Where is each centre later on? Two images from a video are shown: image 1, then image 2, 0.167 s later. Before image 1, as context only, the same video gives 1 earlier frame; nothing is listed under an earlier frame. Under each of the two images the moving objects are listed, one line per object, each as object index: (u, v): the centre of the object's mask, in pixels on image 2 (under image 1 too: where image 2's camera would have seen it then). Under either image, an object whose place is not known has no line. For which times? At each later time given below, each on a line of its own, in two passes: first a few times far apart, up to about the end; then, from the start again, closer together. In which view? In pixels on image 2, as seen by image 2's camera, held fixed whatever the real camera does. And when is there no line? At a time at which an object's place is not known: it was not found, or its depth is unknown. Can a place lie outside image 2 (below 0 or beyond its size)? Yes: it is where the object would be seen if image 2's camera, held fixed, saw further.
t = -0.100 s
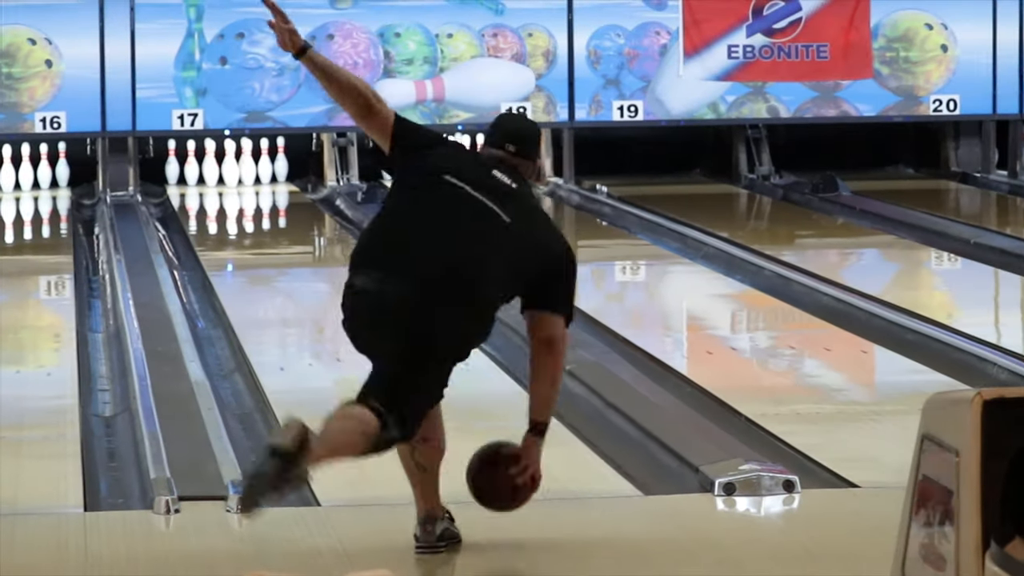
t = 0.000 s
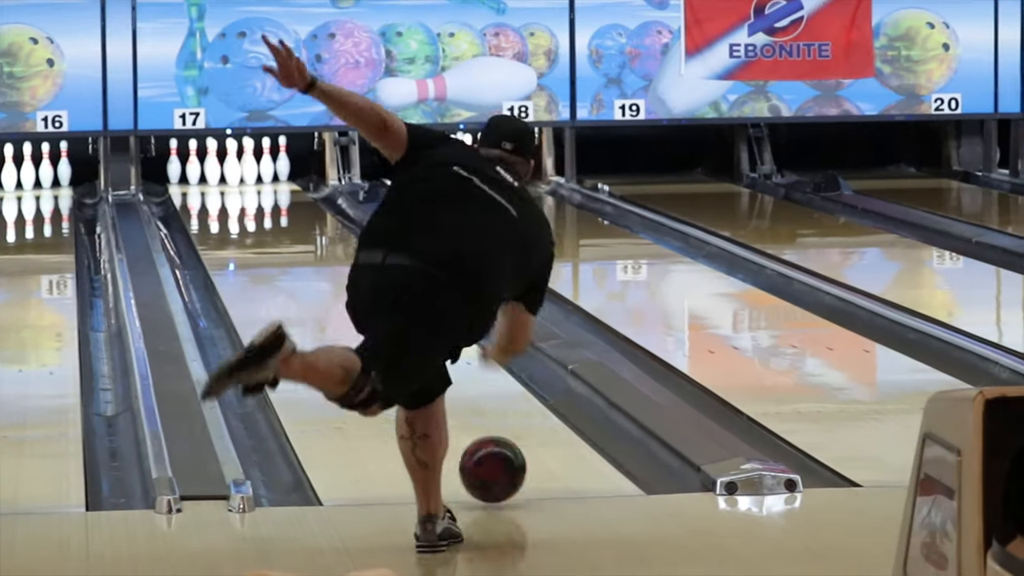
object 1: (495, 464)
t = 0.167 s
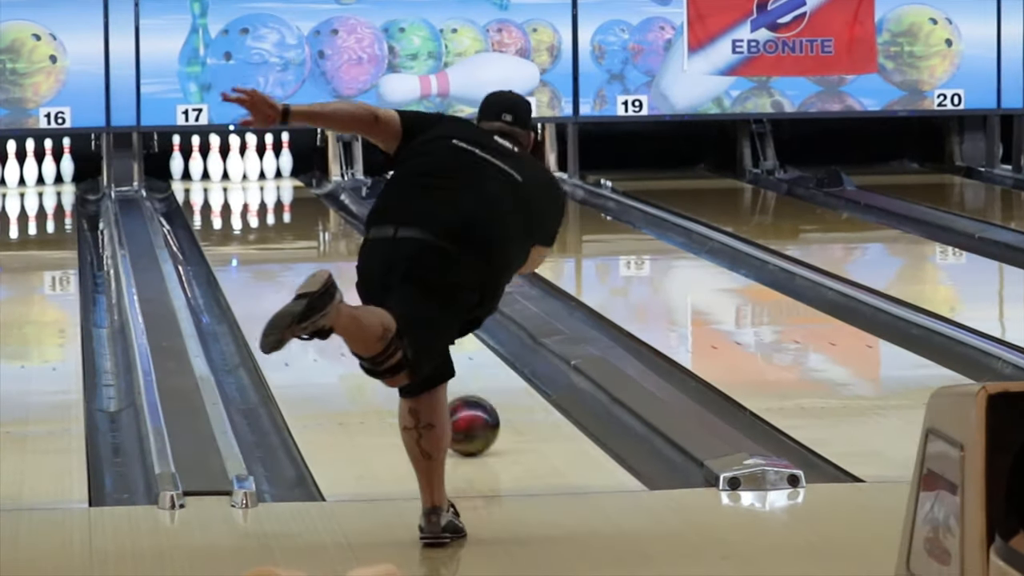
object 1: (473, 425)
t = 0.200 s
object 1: (470, 416)
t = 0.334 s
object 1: (462, 402)
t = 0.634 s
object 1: (403, 330)
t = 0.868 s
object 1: (393, 294)
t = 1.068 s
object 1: (377, 271)
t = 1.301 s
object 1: (361, 247)
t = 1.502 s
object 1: (347, 230)
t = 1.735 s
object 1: (330, 213)
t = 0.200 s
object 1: (470, 416)
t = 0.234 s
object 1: (467, 408)
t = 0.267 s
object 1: (466, 401)
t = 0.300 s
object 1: (465, 399)
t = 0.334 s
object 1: (462, 402)
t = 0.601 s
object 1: (402, 335)
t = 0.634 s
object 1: (403, 330)
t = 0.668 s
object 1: (404, 324)
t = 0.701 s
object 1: (405, 319)
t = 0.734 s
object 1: (405, 313)
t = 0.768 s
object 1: (402, 308)
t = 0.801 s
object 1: (399, 303)
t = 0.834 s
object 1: (396, 299)
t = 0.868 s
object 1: (393, 294)
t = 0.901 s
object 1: (391, 290)
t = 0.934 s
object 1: (388, 285)
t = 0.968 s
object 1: (385, 281)
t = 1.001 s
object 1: (383, 277)
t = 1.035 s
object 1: (380, 273)
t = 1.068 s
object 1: (377, 271)
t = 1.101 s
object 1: (376, 267)
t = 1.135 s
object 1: (372, 264)
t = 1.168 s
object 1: (370, 260)
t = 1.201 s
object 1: (368, 256)
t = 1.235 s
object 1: (366, 253)
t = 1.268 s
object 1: (364, 250)
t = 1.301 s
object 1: (361, 247)
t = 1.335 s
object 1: (359, 244)
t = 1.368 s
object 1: (358, 240)
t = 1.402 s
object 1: (355, 238)
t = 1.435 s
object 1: (352, 235)
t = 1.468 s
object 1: (350, 233)
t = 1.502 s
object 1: (347, 230)
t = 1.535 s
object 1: (345, 227)
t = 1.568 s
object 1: (343, 225)
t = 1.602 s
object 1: (340, 222)
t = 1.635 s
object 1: (338, 219)
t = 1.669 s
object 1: (335, 217)
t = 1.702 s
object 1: (333, 214)
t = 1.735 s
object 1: (330, 213)
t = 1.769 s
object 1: (328, 210)
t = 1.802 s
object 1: (325, 208)
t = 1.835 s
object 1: (322, 206)
